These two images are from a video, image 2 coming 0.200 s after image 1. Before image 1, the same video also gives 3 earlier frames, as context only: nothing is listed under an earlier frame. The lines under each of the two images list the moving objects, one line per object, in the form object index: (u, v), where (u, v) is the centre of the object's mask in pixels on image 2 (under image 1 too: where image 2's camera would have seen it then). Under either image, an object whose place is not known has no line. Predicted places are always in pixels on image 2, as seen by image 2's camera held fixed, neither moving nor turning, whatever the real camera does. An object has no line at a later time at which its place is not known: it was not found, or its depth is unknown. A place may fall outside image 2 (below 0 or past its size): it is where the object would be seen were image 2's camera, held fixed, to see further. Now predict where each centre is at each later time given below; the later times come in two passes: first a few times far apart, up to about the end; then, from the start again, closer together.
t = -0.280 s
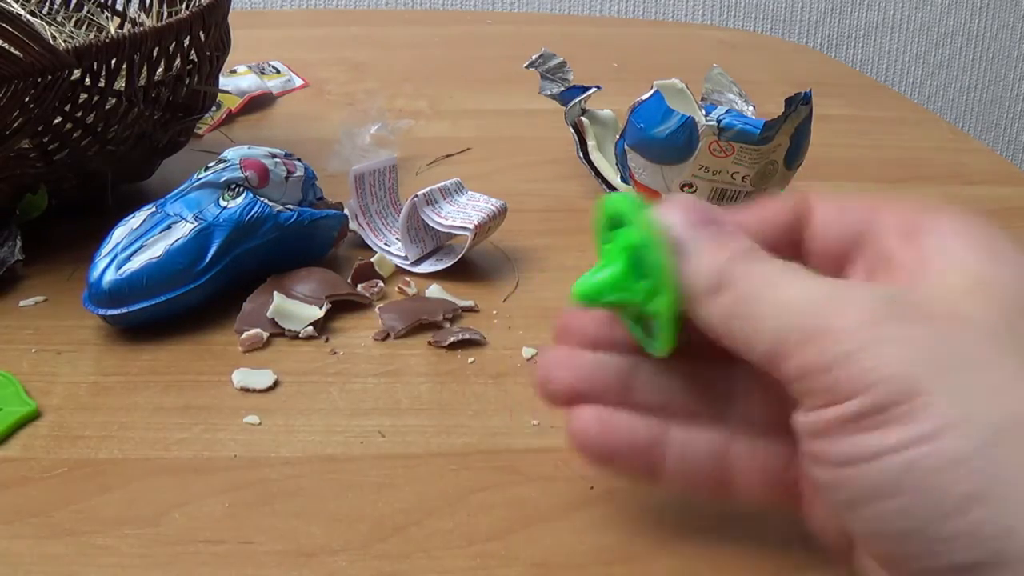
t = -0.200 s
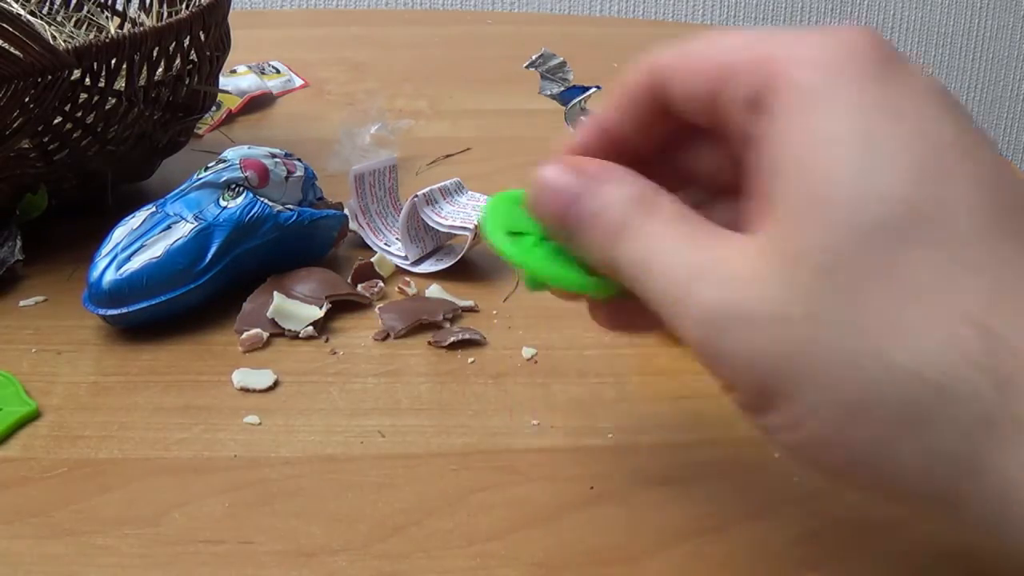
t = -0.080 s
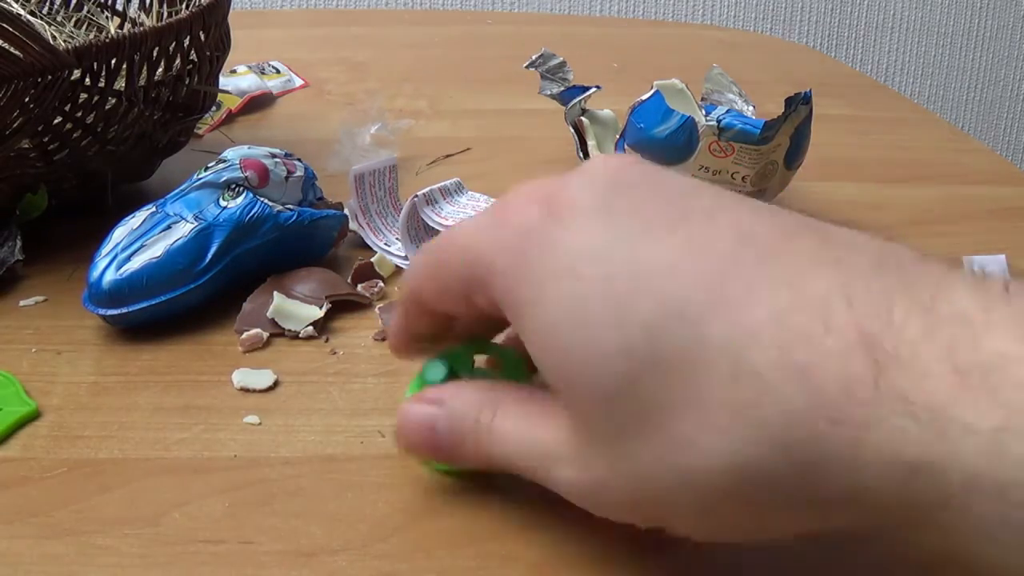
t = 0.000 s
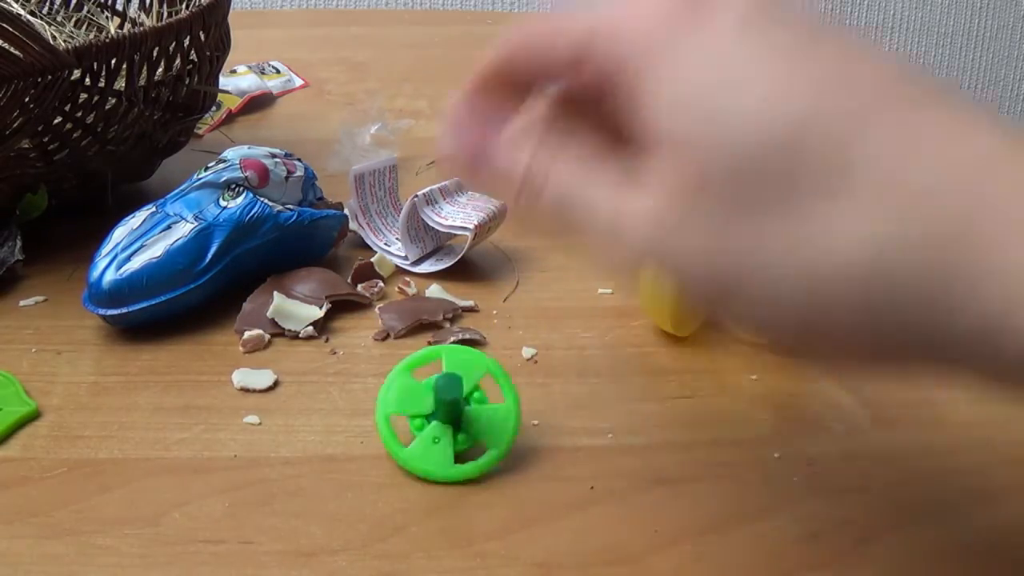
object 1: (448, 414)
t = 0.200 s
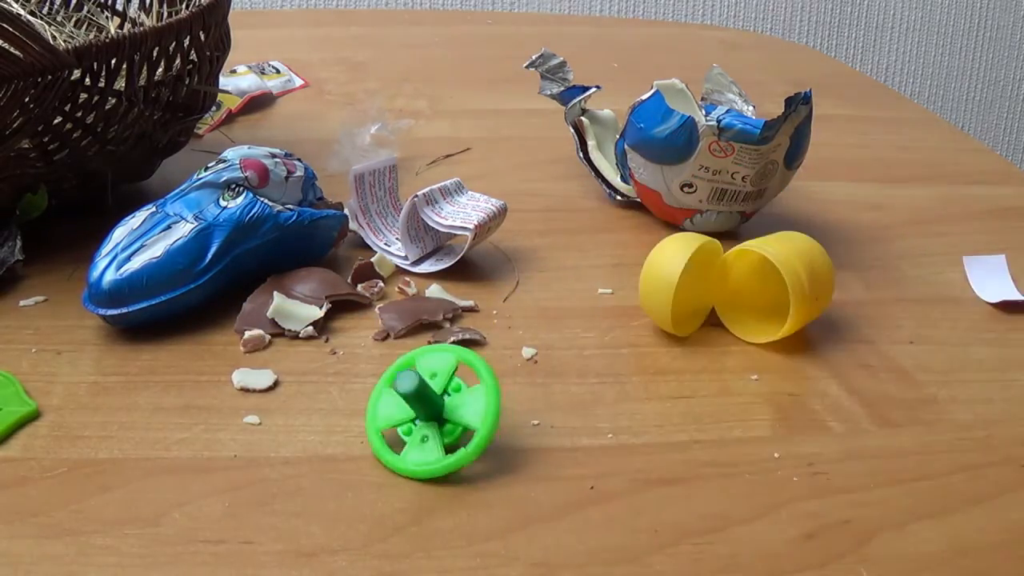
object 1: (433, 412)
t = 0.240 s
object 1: (432, 411)
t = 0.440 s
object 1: (423, 405)
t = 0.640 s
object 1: (417, 395)
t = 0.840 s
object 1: (418, 386)
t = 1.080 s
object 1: (441, 375)
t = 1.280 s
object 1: (476, 379)
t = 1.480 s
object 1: (480, 382)
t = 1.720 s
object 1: (452, 373)
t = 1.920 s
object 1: (428, 378)
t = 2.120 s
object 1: (444, 373)
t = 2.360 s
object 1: (475, 379)
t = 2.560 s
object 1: (469, 376)
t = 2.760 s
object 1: (439, 374)
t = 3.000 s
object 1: (438, 374)
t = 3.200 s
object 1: (466, 375)
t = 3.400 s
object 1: (474, 378)
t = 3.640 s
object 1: (450, 373)
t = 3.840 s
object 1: (431, 376)
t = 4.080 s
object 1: (453, 373)
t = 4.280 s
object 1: (471, 377)
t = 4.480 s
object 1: (468, 376)
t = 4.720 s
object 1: (441, 374)
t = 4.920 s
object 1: (433, 376)
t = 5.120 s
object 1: (450, 373)
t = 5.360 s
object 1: (469, 376)
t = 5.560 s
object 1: (456, 374)
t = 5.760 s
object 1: (437, 374)
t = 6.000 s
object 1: (433, 376)
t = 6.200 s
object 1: (441, 375)
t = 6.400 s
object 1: (459, 374)
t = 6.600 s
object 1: (467, 375)
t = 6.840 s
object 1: (457, 374)
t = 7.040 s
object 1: (440, 374)
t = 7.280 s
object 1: (436, 375)
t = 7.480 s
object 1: (444, 373)
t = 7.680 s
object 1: (460, 374)
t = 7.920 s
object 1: (464, 374)
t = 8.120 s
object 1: (454, 373)
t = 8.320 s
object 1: (441, 374)
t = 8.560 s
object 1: (447, 373)
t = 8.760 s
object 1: (461, 374)
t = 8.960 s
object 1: (460, 374)
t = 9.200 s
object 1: (445, 373)
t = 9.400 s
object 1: (441, 374)
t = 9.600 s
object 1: (449, 373)
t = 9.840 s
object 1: (460, 374)
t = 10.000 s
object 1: (456, 373)
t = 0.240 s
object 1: (432, 411)
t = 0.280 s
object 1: (431, 410)
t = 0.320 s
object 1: (429, 409)
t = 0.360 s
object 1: (427, 408)
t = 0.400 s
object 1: (425, 406)
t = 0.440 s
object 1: (423, 405)
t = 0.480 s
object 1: (422, 402)
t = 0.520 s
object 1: (420, 400)
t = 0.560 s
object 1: (419, 398)
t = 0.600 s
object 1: (418, 396)
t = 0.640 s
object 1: (417, 395)
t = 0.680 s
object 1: (416, 393)
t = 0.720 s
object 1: (416, 391)
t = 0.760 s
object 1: (417, 390)
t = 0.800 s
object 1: (418, 388)
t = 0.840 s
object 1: (418, 386)
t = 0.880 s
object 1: (420, 384)
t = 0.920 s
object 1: (423, 383)
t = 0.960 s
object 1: (425, 381)
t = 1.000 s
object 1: (429, 378)
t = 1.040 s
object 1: (434, 377)
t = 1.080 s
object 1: (441, 375)
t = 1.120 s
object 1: (449, 374)
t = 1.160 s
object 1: (458, 374)
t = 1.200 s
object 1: (466, 375)
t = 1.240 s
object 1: (473, 378)
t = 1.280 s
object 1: (476, 379)
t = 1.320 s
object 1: (478, 380)
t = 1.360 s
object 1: (480, 382)
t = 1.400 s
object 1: (480, 382)
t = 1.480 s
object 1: (480, 382)
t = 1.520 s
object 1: (478, 380)
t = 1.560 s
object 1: (476, 379)
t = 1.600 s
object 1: (473, 378)
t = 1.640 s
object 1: (466, 375)
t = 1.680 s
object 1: (460, 374)
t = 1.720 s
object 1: (452, 373)
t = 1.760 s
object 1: (445, 374)
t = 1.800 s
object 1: (437, 375)
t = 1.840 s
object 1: (432, 377)
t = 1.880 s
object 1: (429, 378)
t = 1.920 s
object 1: (428, 378)
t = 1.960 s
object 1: (428, 378)
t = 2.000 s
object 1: (429, 377)
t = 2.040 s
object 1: (433, 376)
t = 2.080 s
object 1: (438, 375)
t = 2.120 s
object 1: (444, 373)
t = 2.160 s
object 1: (451, 373)
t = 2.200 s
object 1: (459, 374)
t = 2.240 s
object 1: (465, 375)
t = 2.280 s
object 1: (470, 376)
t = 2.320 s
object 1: (474, 378)
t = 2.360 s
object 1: (475, 379)
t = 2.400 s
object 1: (477, 379)
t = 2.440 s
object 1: (477, 379)
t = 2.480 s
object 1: (476, 379)
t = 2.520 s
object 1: (474, 378)
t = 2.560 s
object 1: (469, 376)
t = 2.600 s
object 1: (465, 375)
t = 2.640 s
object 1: (458, 374)
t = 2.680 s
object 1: (452, 373)
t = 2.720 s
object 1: (445, 374)
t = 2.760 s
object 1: (439, 374)
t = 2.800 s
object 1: (434, 376)
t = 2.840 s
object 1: (431, 376)
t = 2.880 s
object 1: (430, 377)
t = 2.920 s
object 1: (431, 376)
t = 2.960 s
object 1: (434, 376)
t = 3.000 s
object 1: (438, 374)
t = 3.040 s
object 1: (443, 374)
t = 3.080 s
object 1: (450, 373)
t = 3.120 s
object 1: (457, 374)
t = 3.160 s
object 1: (462, 374)
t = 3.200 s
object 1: (466, 375)
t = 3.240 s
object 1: (470, 377)
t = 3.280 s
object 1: (473, 378)
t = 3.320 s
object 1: (474, 378)
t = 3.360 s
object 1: (474, 378)
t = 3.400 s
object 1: (474, 378)
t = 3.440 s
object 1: (473, 377)
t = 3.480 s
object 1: (470, 377)
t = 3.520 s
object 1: (466, 375)
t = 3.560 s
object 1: (462, 374)
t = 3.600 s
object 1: (456, 374)
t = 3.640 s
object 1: (450, 373)
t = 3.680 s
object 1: (444, 374)
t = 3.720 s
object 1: (439, 374)
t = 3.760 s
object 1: (435, 375)
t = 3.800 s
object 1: (432, 376)
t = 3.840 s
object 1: (431, 376)
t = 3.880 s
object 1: (432, 376)
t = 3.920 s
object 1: (435, 375)
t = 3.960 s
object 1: (438, 374)
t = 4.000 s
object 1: (443, 374)
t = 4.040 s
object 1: (448, 373)
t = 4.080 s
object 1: (453, 373)
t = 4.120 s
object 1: (459, 374)
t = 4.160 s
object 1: (464, 375)
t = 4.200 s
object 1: (467, 375)
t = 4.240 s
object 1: (470, 376)
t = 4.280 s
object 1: (471, 377)
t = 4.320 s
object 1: (472, 377)
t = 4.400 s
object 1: (472, 377)
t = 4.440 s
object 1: (470, 377)
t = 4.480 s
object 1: (468, 376)
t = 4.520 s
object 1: (465, 375)
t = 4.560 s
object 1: (461, 374)
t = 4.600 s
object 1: (456, 373)
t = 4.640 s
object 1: (450, 373)
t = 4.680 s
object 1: (445, 373)
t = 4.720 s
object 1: (441, 374)
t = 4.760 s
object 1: (438, 374)
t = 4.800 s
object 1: (434, 375)
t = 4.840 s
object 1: (432, 376)
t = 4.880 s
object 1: (431, 376)
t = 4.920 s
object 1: (433, 376)
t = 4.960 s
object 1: (435, 375)
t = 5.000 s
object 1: (438, 375)
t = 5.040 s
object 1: (441, 374)
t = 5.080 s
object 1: (445, 374)
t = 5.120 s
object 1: (450, 373)
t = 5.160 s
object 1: (454, 373)
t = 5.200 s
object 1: (459, 374)
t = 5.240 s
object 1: (463, 375)
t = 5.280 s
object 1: (465, 375)
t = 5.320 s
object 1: (468, 376)
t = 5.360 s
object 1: (469, 376)
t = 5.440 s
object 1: (466, 376)
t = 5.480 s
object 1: (464, 375)
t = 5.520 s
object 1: (460, 374)
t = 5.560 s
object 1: (456, 374)
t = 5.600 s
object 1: (452, 373)
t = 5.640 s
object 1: (448, 373)
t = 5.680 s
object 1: (444, 373)
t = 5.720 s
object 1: (440, 374)
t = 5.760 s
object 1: (437, 374)
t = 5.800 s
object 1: (435, 375)
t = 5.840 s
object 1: (434, 375)
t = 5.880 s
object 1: (433, 376)
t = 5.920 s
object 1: (433, 376)
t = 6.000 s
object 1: (433, 376)
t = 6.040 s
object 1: (433, 375)
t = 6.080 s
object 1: (434, 375)
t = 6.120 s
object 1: (436, 375)
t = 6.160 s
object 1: (438, 374)
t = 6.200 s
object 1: (441, 375)
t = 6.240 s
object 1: (444, 373)
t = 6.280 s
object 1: (447, 373)
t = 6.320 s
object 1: (451, 373)
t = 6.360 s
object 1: (456, 373)
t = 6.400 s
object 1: (459, 374)
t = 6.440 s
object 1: (463, 374)
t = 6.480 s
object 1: (465, 375)
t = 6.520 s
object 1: (466, 375)
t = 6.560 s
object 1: (467, 375)
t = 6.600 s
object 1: (467, 375)
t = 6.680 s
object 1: (466, 375)
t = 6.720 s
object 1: (465, 375)
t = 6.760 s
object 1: (463, 374)
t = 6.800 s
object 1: (460, 374)
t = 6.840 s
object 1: (457, 374)
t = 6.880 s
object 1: (453, 373)
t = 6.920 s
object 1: (449, 373)
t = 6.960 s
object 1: (446, 373)
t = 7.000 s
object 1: (443, 374)
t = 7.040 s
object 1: (440, 374)
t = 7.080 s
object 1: (439, 374)
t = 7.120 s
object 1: (437, 374)
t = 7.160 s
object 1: (436, 375)
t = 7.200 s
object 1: (436, 375)
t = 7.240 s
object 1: (436, 375)
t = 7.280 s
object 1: (436, 375)
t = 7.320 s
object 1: (437, 375)
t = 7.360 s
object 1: (438, 374)
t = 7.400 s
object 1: (440, 374)
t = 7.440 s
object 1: (442, 374)
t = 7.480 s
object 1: (444, 373)
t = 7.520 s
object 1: (447, 373)
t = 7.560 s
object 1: (450, 373)
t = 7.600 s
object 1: (454, 373)
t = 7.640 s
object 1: (457, 373)
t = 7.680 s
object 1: (460, 374)
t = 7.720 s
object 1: (463, 374)
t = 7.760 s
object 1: (464, 374)
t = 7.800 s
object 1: (464, 374)
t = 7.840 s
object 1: (464, 374)
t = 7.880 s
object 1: (464, 374)
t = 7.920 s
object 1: (464, 374)
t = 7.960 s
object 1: (464, 374)
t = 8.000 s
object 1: (462, 374)
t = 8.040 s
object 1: (460, 374)
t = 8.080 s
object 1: (457, 374)
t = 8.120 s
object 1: (454, 373)
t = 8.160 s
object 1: (451, 373)
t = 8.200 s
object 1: (448, 373)
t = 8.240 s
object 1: (445, 373)
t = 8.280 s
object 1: (443, 373)
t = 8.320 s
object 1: (441, 374)
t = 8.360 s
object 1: (440, 374)
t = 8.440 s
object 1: (441, 374)
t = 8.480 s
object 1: (442, 373)
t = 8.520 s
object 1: (444, 373)
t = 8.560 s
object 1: (447, 373)
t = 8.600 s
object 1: (450, 373)
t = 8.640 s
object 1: (452, 373)
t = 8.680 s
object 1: (456, 374)
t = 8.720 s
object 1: (458, 374)
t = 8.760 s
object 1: (461, 374)
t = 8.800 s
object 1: (462, 374)
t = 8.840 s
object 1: (462, 374)
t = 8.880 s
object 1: (462, 374)
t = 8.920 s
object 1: (462, 374)
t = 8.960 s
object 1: (460, 374)
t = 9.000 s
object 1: (457, 374)
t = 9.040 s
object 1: (455, 373)
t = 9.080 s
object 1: (452, 373)
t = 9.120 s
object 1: (450, 373)
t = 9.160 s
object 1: (447, 373)
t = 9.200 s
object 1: (445, 373)
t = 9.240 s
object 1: (443, 373)
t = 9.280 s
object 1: (442, 373)
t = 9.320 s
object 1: (442, 373)
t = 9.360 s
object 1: (441, 374)
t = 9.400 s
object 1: (441, 374)
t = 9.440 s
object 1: (442, 373)
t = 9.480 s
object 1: (443, 373)
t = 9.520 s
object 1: (444, 373)
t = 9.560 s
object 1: (446, 373)
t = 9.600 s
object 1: (449, 373)
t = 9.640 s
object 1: (451, 373)
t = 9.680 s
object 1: (453, 373)
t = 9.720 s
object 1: (456, 374)
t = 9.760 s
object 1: (458, 374)
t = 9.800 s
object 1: (460, 374)
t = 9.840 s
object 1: (460, 374)
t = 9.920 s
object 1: (460, 374)
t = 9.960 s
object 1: (458, 373)
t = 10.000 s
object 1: (456, 373)
